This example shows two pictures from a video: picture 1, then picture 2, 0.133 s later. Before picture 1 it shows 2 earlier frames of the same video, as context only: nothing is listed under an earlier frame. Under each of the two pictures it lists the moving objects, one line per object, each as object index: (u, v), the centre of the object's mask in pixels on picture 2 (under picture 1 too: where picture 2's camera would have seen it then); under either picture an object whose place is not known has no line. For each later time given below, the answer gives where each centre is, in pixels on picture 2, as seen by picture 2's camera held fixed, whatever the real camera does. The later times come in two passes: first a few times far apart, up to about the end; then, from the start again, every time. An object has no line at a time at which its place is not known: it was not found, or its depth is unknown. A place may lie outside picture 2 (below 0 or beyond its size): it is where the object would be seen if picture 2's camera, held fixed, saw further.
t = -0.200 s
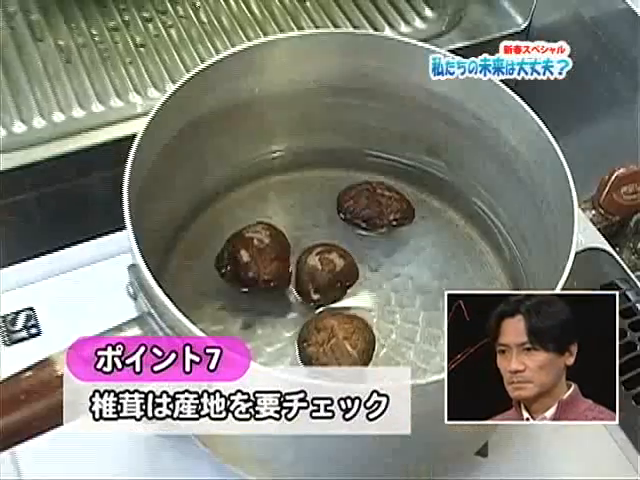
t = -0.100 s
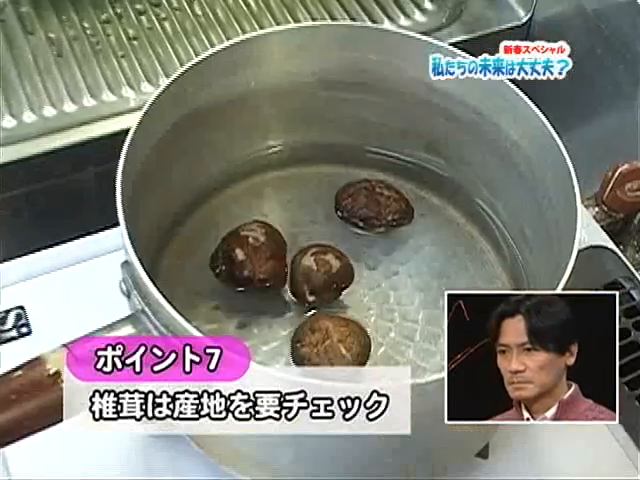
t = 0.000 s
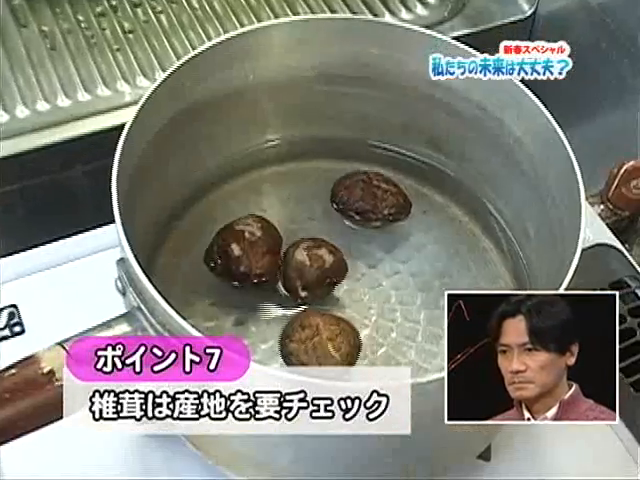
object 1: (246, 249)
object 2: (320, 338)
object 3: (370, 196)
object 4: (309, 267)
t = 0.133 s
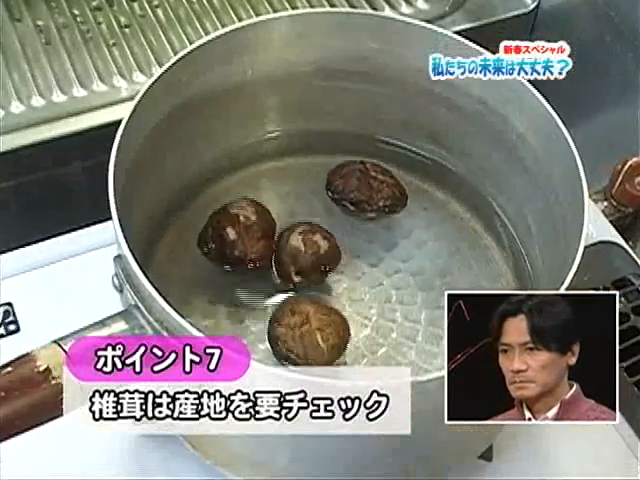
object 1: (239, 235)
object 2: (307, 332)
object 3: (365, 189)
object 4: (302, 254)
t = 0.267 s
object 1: (245, 226)
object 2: (312, 328)
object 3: (368, 187)
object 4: (312, 247)
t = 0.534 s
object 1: (258, 241)
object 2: (321, 336)
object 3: (388, 198)
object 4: (324, 262)
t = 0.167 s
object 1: (239, 231)
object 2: (307, 331)
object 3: (365, 188)
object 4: (302, 251)
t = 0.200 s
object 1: (240, 229)
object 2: (308, 329)
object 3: (365, 188)
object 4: (304, 249)
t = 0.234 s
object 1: (242, 227)
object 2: (310, 328)
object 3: (366, 187)
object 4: (306, 247)
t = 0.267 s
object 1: (245, 226)
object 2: (312, 328)
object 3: (368, 187)
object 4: (312, 247)
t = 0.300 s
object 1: (248, 226)
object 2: (315, 328)
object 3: (371, 186)
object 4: (315, 247)
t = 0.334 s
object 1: (250, 227)
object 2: (316, 328)
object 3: (374, 186)
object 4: (318, 247)
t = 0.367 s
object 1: (253, 229)
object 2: (318, 330)
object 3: (377, 187)
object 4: (318, 249)
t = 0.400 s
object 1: (255, 231)
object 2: (319, 331)
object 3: (380, 188)
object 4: (320, 251)
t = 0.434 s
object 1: (256, 234)
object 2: (320, 334)
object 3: (383, 190)
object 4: (322, 254)
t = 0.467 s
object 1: (257, 236)
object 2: (321, 334)
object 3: (386, 193)
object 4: (324, 258)
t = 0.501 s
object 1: (258, 239)
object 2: (321, 336)
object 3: (387, 195)
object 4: (324, 261)
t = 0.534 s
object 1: (258, 241)
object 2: (321, 336)
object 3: (388, 198)
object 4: (324, 262)
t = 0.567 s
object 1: (257, 242)
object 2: (319, 336)
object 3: (388, 200)
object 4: (323, 264)
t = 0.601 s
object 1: (256, 242)
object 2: (317, 336)
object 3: (388, 202)
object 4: (321, 265)
